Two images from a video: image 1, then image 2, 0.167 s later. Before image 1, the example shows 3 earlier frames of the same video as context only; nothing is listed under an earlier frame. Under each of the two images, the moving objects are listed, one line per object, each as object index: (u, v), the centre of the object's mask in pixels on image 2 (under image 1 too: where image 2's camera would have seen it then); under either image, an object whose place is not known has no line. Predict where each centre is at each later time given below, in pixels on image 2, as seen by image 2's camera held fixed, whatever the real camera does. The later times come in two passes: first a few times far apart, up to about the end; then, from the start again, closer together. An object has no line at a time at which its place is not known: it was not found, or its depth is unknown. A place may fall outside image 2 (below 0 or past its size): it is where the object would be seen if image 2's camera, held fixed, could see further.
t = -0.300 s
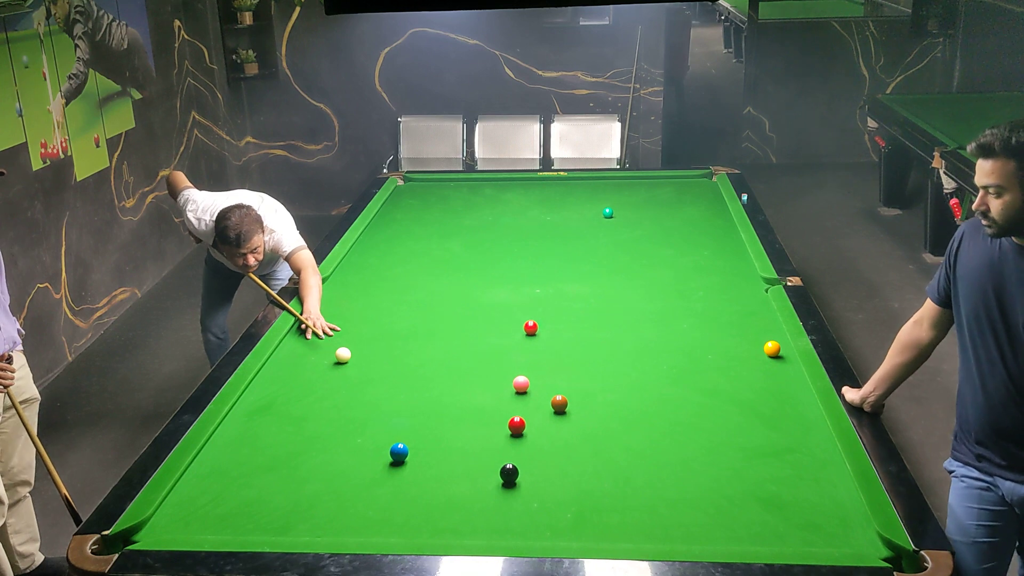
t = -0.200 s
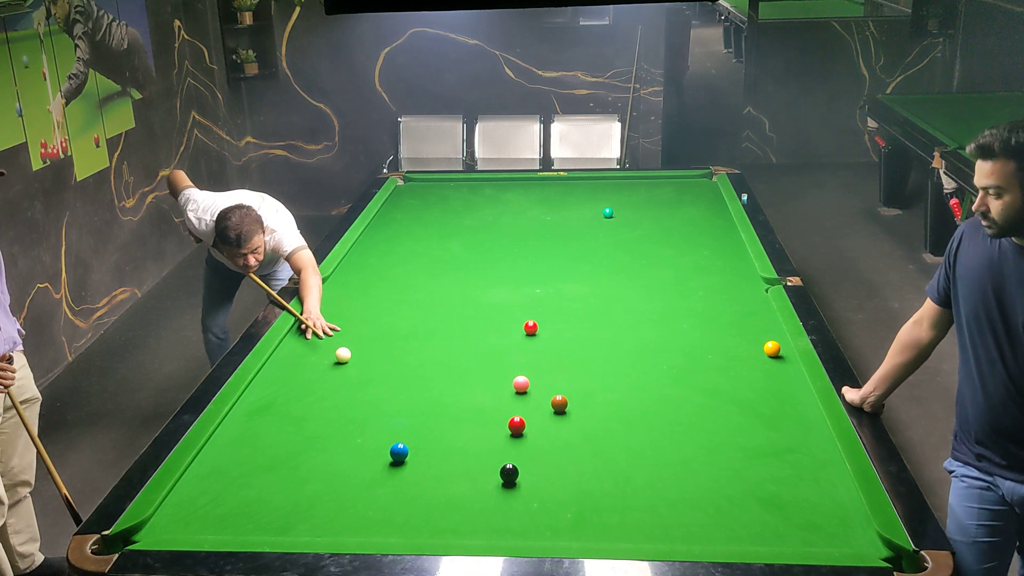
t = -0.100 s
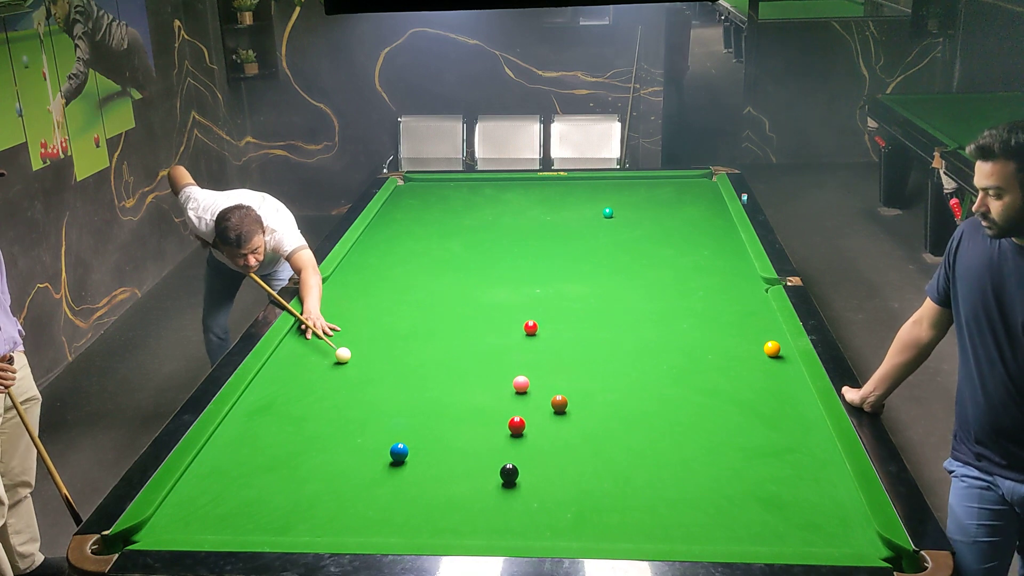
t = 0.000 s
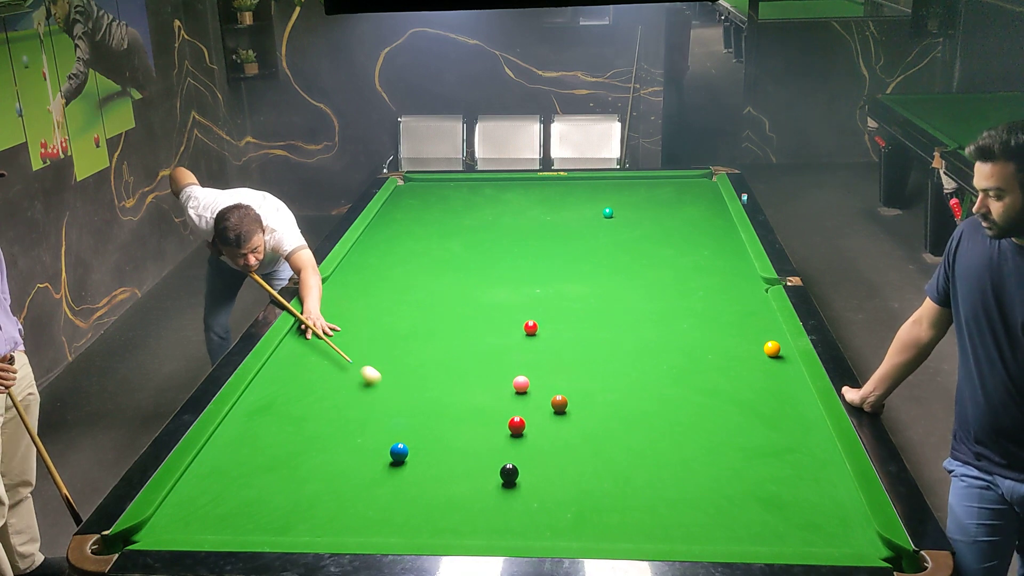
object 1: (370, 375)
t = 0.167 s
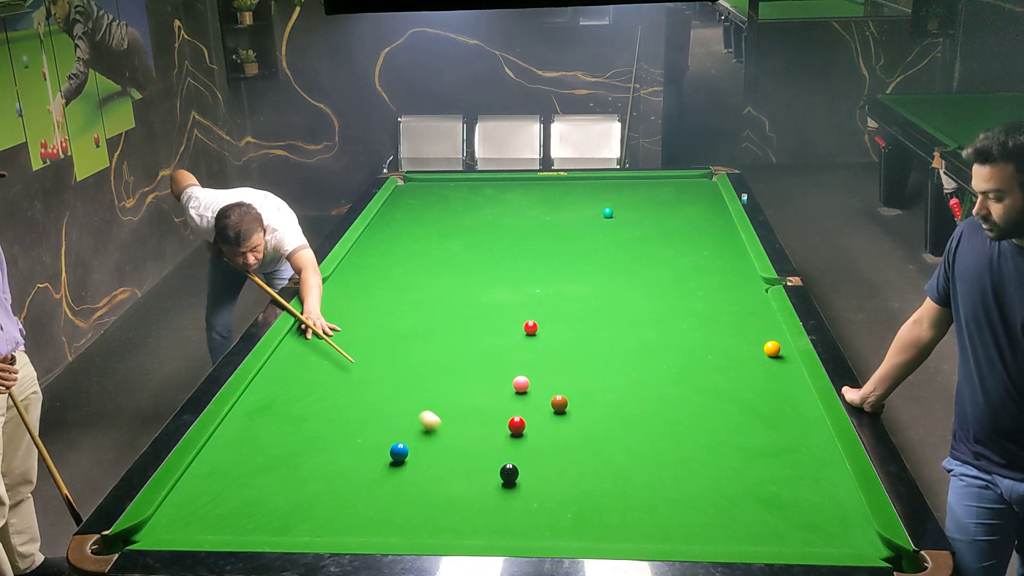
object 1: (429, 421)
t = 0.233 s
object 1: (454, 440)
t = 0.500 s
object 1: (479, 513)
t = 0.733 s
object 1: (482, 508)
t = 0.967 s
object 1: (487, 469)
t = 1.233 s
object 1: (492, 432)
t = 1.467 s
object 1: (496, 404)
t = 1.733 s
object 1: (500, 378)
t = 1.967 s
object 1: (503, 358)
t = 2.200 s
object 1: (505, 340)
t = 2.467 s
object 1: (508, 322)
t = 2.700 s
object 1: (511, 309)
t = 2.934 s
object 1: (513, 296)
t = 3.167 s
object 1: (515, 285)
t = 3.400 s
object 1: (517, 276)
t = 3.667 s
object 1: (519, 265)
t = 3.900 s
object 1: (521, 258)
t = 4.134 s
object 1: (522, 250)
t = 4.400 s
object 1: (524, 243)
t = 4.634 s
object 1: (526, 237)
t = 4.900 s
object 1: (527, 231)
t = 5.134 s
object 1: (528, 227)
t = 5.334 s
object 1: (529, 223)
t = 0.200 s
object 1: (442, 431)
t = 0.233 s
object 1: (454, 440)
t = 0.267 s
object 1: (466, 449)
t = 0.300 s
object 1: (480, 460)
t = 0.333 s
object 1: (490, 471)
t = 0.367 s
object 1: (486, 479)
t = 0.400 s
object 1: (483, 487)
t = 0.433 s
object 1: (480, 495)
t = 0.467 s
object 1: (479, 504)
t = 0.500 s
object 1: (479, 513)
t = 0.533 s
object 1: (478, 522)
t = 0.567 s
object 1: (478, 530)
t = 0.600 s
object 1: (478, 533)
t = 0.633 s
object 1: (479, 528)
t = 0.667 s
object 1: (480, 521)
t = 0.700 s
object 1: (481, 514)
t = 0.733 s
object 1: (482, 508)
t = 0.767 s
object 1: (482, 502)
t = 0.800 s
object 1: (483, 496)
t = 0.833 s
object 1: (484, 490)
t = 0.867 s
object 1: (485, 484)
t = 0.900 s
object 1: (485, 479)
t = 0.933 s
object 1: (486, 474)
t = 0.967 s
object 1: (487, 469)
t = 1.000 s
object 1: (488, 463)
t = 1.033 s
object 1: (488, 459)
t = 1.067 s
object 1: (489, 454)
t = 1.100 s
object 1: (490, 449)
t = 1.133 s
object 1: (490, 445)
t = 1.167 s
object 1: (491, 440)
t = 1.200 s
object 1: (492, 436)
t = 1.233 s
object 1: (492, 432)
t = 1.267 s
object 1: (493, 427)
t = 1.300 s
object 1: (493, 423)
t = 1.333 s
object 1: (494, 419)
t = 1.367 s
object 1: (494, 416)
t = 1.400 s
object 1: (495, 412)
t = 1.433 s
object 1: (496, 408)
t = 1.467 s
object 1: (496, 404)
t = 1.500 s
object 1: (497, 401)
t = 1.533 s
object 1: (497, 397)
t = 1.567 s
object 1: (498, 394)
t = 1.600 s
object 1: (498, 391)
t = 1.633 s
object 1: (499, 387)
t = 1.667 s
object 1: (499, 384)
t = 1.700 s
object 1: (499, 381)
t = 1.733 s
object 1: (500, 378)
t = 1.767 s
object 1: (500, 375)
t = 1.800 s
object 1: (501, 372)
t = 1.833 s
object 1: (501, 369)
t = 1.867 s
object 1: (502, 366)
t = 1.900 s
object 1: (502, 363)
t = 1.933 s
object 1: (503, 360)
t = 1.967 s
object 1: (503, 358)
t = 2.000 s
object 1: (503, 355)
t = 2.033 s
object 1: (504, 352)
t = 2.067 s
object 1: (504, 350)
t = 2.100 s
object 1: (505, 347)
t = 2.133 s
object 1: (505, 345)
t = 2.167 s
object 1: (505, 343)
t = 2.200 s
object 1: (505, 340)
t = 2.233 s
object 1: (506, 338)
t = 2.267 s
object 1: (506, 336)
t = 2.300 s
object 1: (507, 333)
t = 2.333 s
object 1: (507, 331)
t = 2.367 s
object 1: (507, 329)
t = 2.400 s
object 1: (508, 326)
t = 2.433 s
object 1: (508, 324)
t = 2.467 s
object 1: (508, 322)
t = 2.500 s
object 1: (509, 320)
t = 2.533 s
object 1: (509, 318)
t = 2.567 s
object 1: (509, 316)
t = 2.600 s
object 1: (510, 314)
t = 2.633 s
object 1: (510, 312)
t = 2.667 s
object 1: (510, 310)
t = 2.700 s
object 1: (511, 309)
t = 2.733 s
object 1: (511, 307)
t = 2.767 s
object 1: (511, 305)
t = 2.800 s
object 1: (511, 303)
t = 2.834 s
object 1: (512, 301)
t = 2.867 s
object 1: (512, 299)
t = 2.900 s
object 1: (512, 298)
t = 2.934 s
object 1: (513, 296)
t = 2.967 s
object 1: (513, 295)
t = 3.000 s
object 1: (513, 293)
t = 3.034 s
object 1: (514, 291)
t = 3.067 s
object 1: (514, 290)
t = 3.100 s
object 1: (514, 288)
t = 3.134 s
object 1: (515, 287)
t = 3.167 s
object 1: (515, 285)
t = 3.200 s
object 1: (515, 284)
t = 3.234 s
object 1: (515, 282)
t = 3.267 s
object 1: (516, 281)
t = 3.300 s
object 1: (516, 279)
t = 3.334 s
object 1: (516, 278)
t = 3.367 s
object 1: (517, 277)
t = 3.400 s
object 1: (517, 276)
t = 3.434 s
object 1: (517, 274)
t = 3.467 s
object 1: (517, 273)
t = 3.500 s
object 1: (518, 271)
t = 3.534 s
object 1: (518, 270)
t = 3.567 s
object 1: (518, 269)
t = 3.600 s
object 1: (519, 268)
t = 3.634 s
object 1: (519, 267)
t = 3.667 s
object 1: (519, 265)
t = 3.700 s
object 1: (519, 264)
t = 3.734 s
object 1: (520, 263)
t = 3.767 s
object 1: (520, 262)
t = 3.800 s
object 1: (520, 261)
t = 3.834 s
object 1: (520, 260)
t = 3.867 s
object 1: (521, 259)
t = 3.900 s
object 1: (521, 258)
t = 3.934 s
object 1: (521, 256)
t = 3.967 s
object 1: (521, 255)
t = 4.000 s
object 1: (522, 254)
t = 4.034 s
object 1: (522, 253)
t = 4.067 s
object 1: (522, 252)
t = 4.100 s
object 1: (522, 251)
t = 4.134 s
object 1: (522, 250)
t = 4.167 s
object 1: (523, 249)
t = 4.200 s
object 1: (523, 248)
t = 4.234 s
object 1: (523, 247)
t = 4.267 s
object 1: (523, 247)
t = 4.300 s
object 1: (524, 246)
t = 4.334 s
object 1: (524, 245)
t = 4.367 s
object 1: (524, 244)
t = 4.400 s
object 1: (524, 243)
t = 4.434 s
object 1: (524, 242)
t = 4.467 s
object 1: (525, 241)
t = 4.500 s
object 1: (525, 240)
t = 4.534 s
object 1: (525, 240)
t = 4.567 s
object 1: (525, 239)
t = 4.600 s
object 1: (525, 238)
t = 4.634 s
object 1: (526, 237)
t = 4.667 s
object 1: (526, 236)
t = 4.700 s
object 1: (526, 236)
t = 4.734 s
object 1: (526, 235)
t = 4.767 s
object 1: (526, 234)
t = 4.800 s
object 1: (527, 233)
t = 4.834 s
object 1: (527, 233)
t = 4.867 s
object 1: (527, 232)
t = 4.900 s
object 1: (527, 231)
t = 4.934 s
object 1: (527, 230)
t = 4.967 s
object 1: (527, 229)
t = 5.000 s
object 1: (528, 229)
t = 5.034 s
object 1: (528, 228)
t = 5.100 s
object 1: (528, 227)
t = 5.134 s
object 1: (528, 227)
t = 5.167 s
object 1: (528, 226)
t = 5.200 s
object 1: (528, 225)
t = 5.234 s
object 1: (528, 225)
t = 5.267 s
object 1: (529, 224)
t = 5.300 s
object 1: (529, 224)
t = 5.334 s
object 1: (529, 223)
